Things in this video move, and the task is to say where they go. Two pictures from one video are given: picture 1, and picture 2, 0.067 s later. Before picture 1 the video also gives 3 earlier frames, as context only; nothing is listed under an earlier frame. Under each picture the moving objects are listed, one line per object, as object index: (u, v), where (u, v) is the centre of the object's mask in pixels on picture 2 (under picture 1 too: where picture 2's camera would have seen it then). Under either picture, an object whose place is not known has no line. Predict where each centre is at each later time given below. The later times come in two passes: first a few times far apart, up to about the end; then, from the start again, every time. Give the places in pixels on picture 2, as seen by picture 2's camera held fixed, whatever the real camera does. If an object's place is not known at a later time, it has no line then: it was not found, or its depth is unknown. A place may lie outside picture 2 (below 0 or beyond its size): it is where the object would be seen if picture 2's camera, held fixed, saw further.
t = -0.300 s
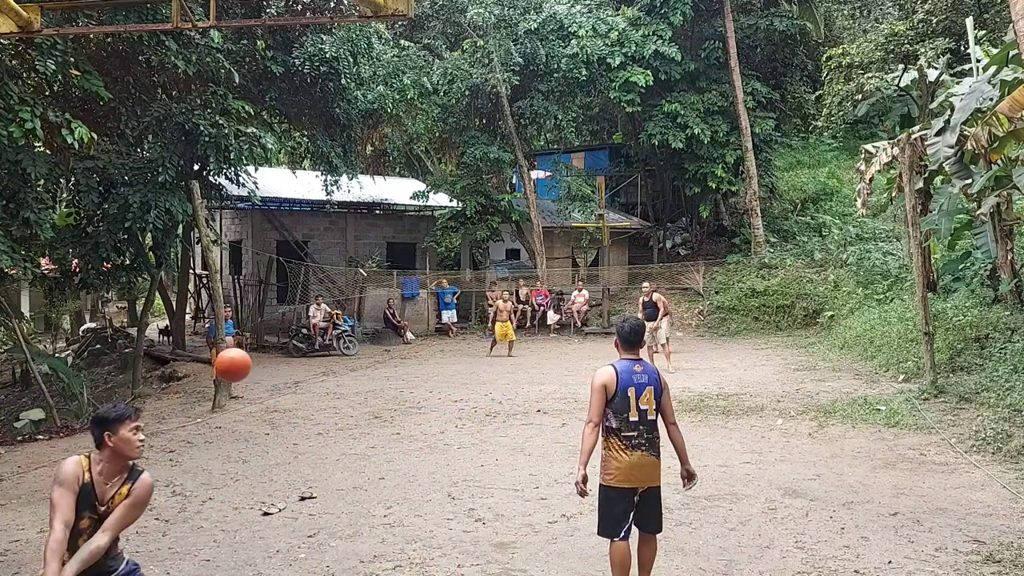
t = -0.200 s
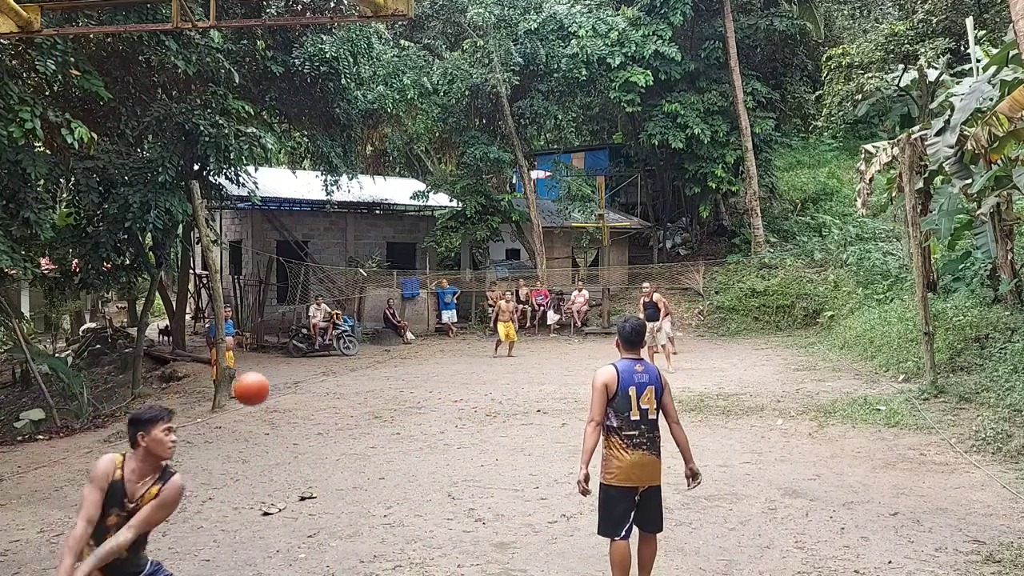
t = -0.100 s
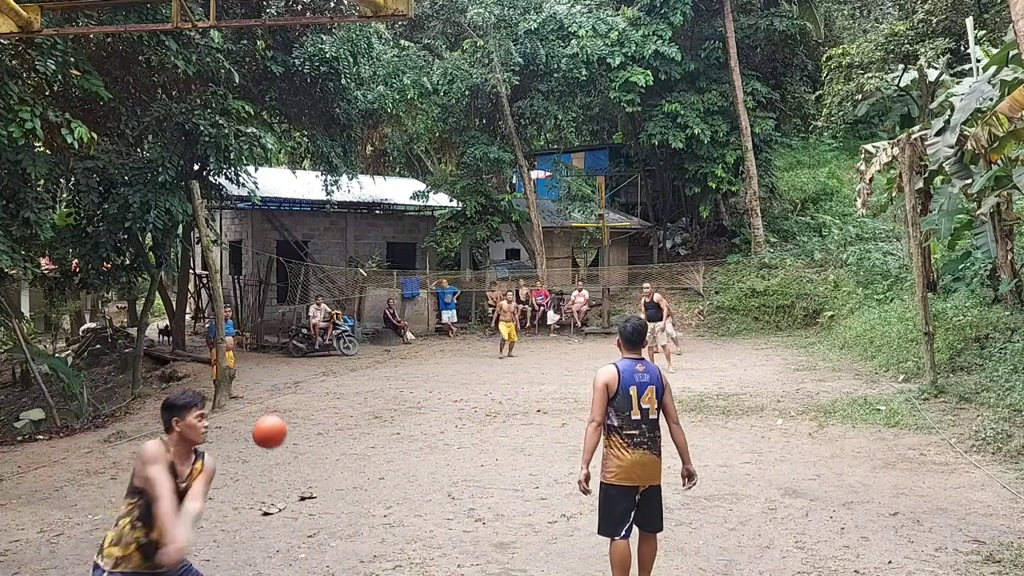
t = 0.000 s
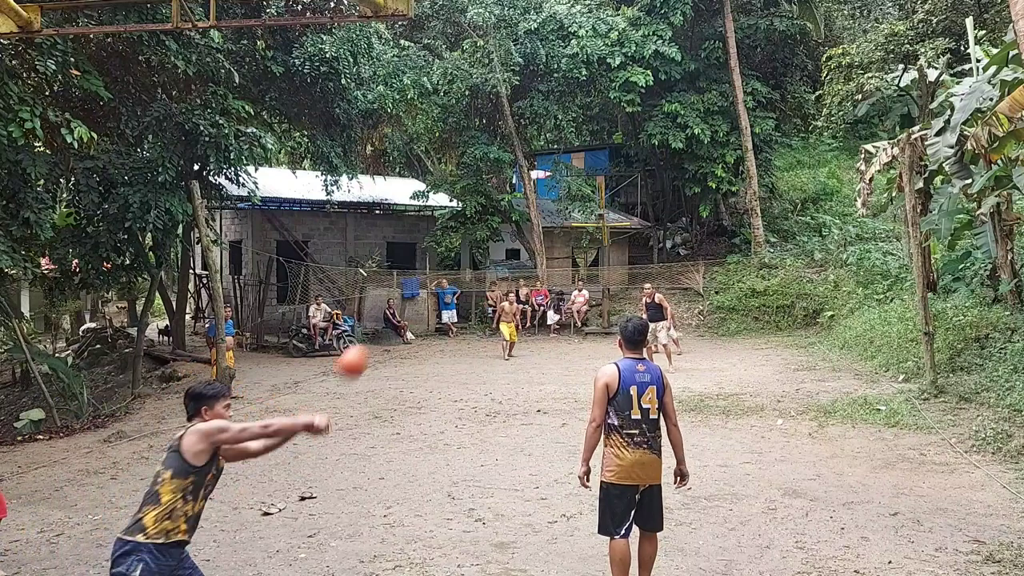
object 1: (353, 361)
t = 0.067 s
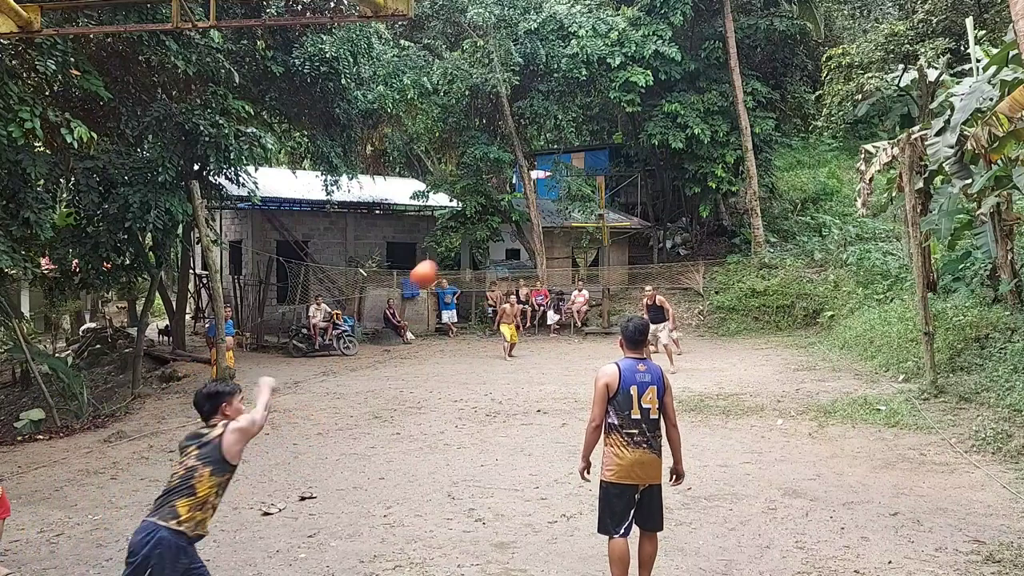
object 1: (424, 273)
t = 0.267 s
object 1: (546, 162)
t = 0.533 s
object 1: (625, 146)
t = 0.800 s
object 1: (668, 186)
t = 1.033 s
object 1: (692, 242)
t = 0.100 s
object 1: (452, 244)
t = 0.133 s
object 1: (475, 220)
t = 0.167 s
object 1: (496, 201)
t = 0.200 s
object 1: (514, 185)
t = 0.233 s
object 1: (531, 172)
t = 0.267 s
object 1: (546, 162)
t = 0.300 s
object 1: (559, 155)
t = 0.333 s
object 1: (571, 149)
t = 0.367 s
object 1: (582, 146)
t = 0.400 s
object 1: (592, 143)
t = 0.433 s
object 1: (601, 143)
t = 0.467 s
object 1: (610, 143)
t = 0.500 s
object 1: (617, 143)
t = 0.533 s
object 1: (625, 146)
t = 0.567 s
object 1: (632, 148)
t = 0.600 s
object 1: (638, 152)
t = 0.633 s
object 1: (644, 156)
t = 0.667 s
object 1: (650, 161)
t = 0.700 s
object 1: (655, 166)
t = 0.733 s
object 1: (660, 172)
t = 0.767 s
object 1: (664, 179)
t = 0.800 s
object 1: (668, 186)
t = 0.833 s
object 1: (672, 193)
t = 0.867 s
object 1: (676, 200)
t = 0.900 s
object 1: (680, 208)
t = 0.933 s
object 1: (683, 216)
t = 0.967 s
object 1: (686, 225)
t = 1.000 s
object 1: (689, 233)
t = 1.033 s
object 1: (692, 242)
